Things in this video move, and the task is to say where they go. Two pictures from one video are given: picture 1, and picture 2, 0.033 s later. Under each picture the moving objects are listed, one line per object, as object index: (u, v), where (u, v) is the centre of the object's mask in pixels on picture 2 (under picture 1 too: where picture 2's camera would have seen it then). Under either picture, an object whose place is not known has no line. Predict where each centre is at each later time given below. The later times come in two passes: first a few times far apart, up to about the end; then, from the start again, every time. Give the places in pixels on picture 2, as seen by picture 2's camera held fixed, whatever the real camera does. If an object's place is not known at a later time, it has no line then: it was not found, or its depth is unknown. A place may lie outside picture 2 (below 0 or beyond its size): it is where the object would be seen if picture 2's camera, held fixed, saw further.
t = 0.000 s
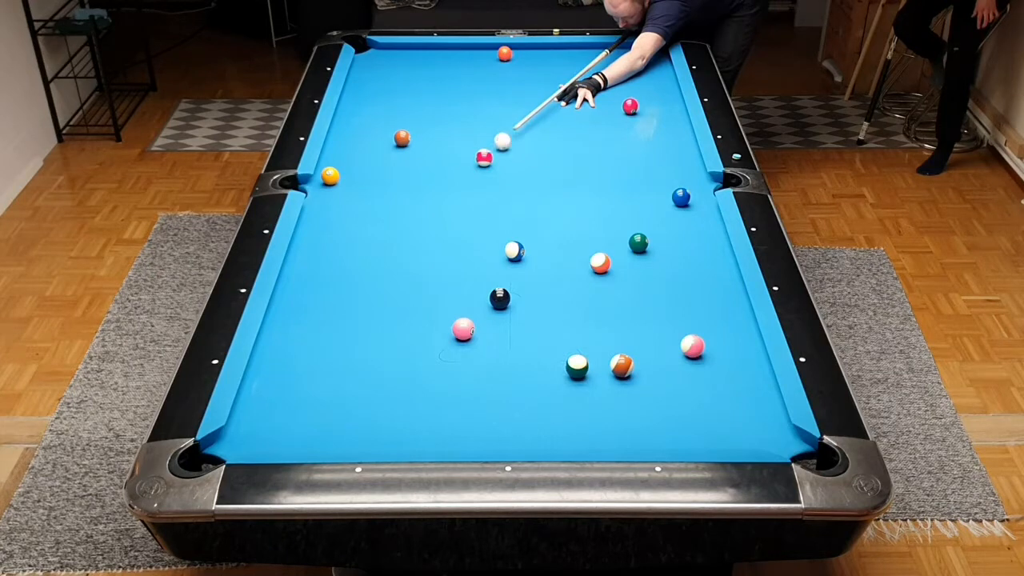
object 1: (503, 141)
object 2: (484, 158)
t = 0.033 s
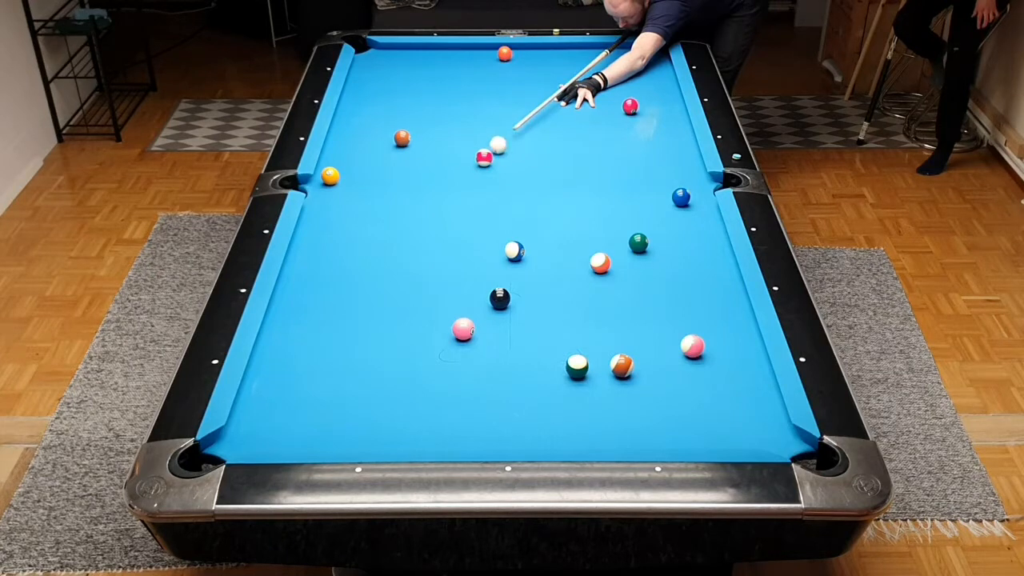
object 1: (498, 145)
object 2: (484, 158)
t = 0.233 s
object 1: (483, 152)
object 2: (473, 171)
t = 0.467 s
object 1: (469, 156)
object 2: (458, 189)
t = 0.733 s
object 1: (455, 161)
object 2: (440, 210)
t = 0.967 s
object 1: (443, 164)
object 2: (425, 228)
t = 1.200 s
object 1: (432, 167)
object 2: (408, 247)
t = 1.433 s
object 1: (422, 170)
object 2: (391, 266)
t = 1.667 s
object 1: (413, 173)
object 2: (374, 286)
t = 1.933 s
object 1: (404, 175)
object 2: (355, 309)
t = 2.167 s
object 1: (398, 177)
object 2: (337, 329)
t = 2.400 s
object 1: (393, 179)
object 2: (320, 349)
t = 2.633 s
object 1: (389, 180)
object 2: (302, 370)
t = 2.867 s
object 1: (386, 180)
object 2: (284, 391)
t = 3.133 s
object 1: (384, 181)
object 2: (264, 414)
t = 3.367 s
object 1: (383, 181)
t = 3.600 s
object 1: (383, 181)
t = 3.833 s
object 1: (383, 181)
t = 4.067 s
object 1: (383, 181)
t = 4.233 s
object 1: (383, 181)
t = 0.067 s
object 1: (494, 148)
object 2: (484, 158)
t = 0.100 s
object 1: (491, 149)
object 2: (483, 159)
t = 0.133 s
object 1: (489, 150)
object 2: (480, 162)
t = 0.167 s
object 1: (487, 151)
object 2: (477, 166)
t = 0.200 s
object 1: (485, 152)
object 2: (475, 168)
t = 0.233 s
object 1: (483, 152)
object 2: (473, 171)
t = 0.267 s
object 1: (481, 153)
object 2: (471, 174)
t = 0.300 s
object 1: (479, 153)
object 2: (469, 176)
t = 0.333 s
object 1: (477, 154)
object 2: (467, 179)
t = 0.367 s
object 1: (475, 155)
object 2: (464, 181)
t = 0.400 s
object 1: (473, 155)
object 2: (462, 184)
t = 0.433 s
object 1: (471, 156)
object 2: (460, 186)
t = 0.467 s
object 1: (469, 156)
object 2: (458, 189)
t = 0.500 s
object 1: (468, 157)
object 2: (456, 191)
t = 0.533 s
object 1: (466, 157)
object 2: (453, 194)
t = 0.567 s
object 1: (464, 158)
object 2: (451, 197)
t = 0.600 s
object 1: (462, 159)
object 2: (449, 199)
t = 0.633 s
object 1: (460, 159)
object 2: (447, 202)
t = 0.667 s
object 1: (458, 160)
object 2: (445, 204)
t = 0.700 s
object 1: (457, 160)
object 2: (442, 207)
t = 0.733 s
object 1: (455, 161)
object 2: (440, 210)
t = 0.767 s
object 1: (453, 161)
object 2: (438, 212)
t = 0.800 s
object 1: (452, 162)
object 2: (436, 215)
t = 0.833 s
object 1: (450, 162)
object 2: (433, 218)
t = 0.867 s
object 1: (448, 163)
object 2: (431, 220)
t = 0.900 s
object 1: (446, 163)
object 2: (429, 223)
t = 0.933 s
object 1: (445, 164)
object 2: (427, 226)
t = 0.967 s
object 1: (443, 164)
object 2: (425, 228)
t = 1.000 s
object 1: (441, 165)
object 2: (422, 231)
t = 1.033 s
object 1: (440, 165)
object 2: (419, 234)
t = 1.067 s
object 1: (438, 166)
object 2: (417, 236)
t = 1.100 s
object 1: (436, 166)
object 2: (415, 239)
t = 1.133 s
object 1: (435, 167)
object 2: (413, 242)
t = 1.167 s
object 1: (433, 167)
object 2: (411, 244)
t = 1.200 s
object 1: (432, 167)
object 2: (408, 247)
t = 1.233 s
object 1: (431, 168)
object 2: (406, 250)
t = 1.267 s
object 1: (429, 168)
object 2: (404, 253)
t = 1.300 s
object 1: (428, 169)
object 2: (401, 255)
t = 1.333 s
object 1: (426, 169)
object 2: (399, 258)
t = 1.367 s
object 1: (425, 170)
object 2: (396, 261)
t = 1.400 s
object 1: (423, 170)
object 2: (394, 263)
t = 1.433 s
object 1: (422, 170)
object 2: (391, 266)
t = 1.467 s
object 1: (421, 171)
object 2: (389, 269)
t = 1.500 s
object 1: (420, 171)
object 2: (387, 272)
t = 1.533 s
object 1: (418, 172)
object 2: (384, 275)
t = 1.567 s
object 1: (417, 172)
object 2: (382, 278)
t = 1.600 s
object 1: (416, 172)
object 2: (379, 280)
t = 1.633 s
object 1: (414, 173)
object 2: (377, 283)
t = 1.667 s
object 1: (413, 173)
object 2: (374, 286)
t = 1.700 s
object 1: (412, 173)
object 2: (372, 289)
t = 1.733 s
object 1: (411, 174)
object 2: (369, 292)
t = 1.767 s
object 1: (410, 174)
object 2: (367, 294)
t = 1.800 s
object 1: (409, 174)
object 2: (365, 297)
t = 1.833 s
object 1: (408, 175)
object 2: (362, 300)
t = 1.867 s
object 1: (407, 175)
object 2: (360, 303)
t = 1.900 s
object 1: (405, 175)
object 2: (357, 306)
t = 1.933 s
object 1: (404, 175)
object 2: (355, 309)
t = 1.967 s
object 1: (403, 176)
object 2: (352, 311)
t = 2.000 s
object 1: (402, 176)
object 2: (350, 314)
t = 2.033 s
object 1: (402, 176)
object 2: (347, 317)
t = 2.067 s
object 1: (401, 177)
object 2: (344, 320)
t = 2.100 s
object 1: (400, 177)
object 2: (342, 323)
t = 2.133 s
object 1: (399, 177)
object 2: (340, 326)
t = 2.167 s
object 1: (398, 177)
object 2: (337, 329)
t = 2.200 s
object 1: (397, 177)
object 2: (335, 331)
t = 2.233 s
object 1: (397, 178)
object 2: (332, 334)
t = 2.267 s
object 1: (396, 178)
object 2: (330, 337)
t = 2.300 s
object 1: (395, 178)
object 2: (327, 340)
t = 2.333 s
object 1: (394, 178)
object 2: (325, 344)
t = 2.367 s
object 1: (394, 178)
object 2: (322, 346)
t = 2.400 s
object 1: (393, 179)
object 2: (320, 349)
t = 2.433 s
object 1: (392, 179)
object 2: (317, 352)
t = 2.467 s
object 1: (391, 179)
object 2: (314, 355)
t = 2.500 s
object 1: (391, 179)
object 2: (312, 358)
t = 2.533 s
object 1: (390, 179)
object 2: (310, 361)
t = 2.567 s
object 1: (390, 180)
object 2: (307, 364)
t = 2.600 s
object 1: (389, 180)
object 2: (304, 367)
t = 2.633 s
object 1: (389, 180)
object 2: (302, 370)
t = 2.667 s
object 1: (388, 180)
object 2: (299, 372)
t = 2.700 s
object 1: (388, 180)
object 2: (297, 375)
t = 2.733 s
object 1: (387, 180)
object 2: (294, 378)
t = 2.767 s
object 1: (387, 180)
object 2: (292, 382)
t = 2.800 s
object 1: (387, 180)
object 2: (289, 385)
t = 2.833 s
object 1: (386, 180)
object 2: (287, 388)
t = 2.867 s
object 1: (386, 180)
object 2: (284, 391)
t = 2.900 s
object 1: (386, 181)
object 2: (281, 393)
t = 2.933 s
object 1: (385, 181)
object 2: (279, 396)
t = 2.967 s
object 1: (385, 181)
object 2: (276, 399)
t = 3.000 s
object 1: (385, 181)
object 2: (274, 403)
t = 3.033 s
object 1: (385, 181)
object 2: (271, 406)
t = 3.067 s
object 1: (385, 181)
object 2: (269, 408)
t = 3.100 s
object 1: (384, 181)
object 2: (266, 412)
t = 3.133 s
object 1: (384, 181)
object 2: (264, 414)
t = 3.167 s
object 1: (384, 181)
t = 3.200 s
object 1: (384, 181)
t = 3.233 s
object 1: (384, 181)
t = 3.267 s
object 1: (384, 181)
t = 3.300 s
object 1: (383, 181)
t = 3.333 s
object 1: (383, 181)
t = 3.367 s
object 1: (383, 181)
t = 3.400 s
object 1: (383, 181)
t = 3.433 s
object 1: (383, 181)
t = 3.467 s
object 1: (383, 181)
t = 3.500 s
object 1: (383, 181)
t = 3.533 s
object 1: (383, 181)
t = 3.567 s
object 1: (383, 181)
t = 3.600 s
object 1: (383, 181)
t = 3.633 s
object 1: (383, 181)
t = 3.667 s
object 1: (383, 181)
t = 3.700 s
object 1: (383, 181)
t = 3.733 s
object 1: (383, 181)
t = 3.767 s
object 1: (383, 181)
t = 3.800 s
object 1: (383, 181)
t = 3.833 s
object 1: (383, 181)
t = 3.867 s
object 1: (383, 181)
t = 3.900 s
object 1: (383, 181)
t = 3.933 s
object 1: (383, 181)
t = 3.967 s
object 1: (383, 181)
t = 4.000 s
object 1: (383, 181)
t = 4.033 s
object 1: (383, 181)
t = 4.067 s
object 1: (383, 181)
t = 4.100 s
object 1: (383, 181)
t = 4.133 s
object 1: (383, 181)
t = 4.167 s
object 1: (383, 181)
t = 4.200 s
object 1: (383, 181)
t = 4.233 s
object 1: (383, 181)
